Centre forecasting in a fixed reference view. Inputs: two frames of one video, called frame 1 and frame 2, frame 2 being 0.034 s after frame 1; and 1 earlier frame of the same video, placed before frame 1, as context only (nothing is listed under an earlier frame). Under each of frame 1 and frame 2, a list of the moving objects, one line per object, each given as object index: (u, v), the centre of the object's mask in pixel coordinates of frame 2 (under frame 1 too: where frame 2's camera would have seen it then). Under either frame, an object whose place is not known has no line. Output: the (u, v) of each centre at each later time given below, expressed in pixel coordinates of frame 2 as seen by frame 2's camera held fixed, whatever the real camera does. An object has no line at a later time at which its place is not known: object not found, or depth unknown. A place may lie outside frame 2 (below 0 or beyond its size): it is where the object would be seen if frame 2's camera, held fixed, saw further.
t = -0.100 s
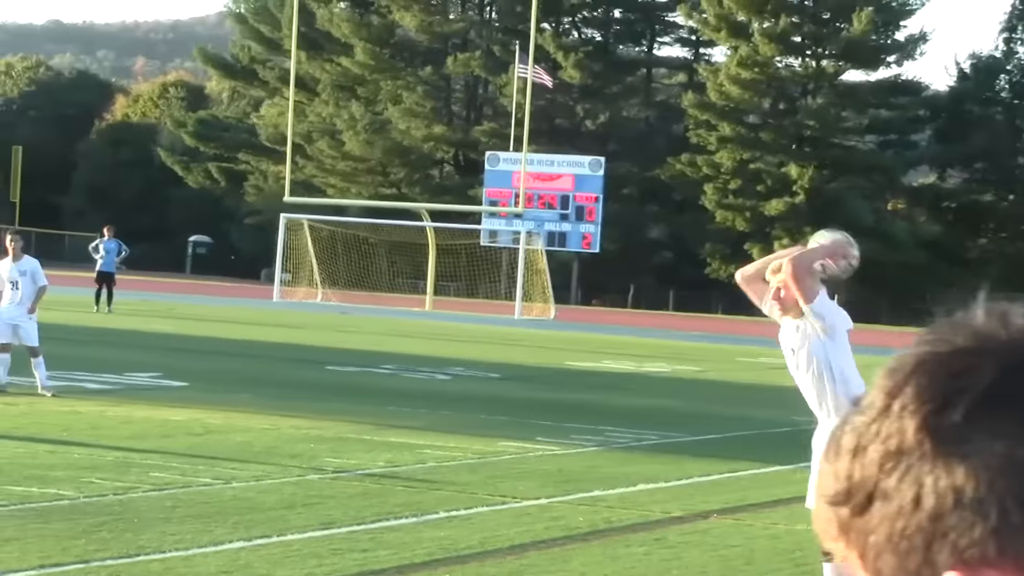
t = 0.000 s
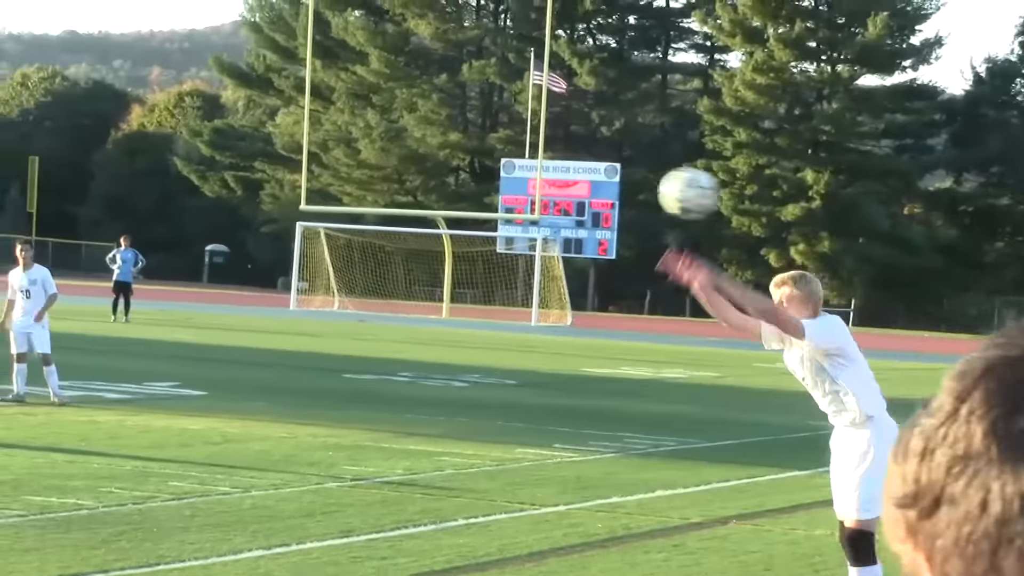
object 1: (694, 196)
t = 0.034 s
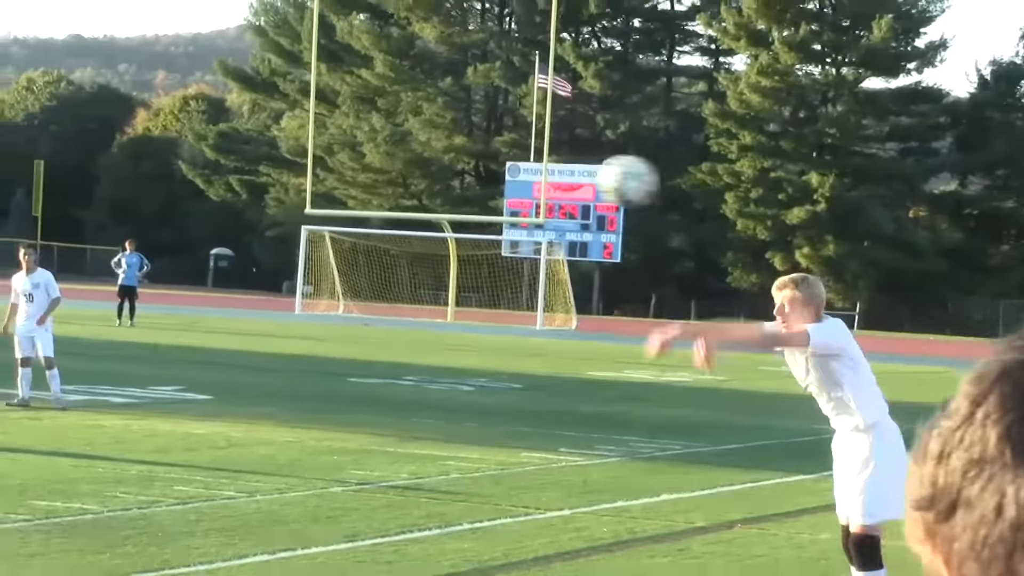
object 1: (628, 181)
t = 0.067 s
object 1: (558, 165)
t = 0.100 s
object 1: (484, 157)
